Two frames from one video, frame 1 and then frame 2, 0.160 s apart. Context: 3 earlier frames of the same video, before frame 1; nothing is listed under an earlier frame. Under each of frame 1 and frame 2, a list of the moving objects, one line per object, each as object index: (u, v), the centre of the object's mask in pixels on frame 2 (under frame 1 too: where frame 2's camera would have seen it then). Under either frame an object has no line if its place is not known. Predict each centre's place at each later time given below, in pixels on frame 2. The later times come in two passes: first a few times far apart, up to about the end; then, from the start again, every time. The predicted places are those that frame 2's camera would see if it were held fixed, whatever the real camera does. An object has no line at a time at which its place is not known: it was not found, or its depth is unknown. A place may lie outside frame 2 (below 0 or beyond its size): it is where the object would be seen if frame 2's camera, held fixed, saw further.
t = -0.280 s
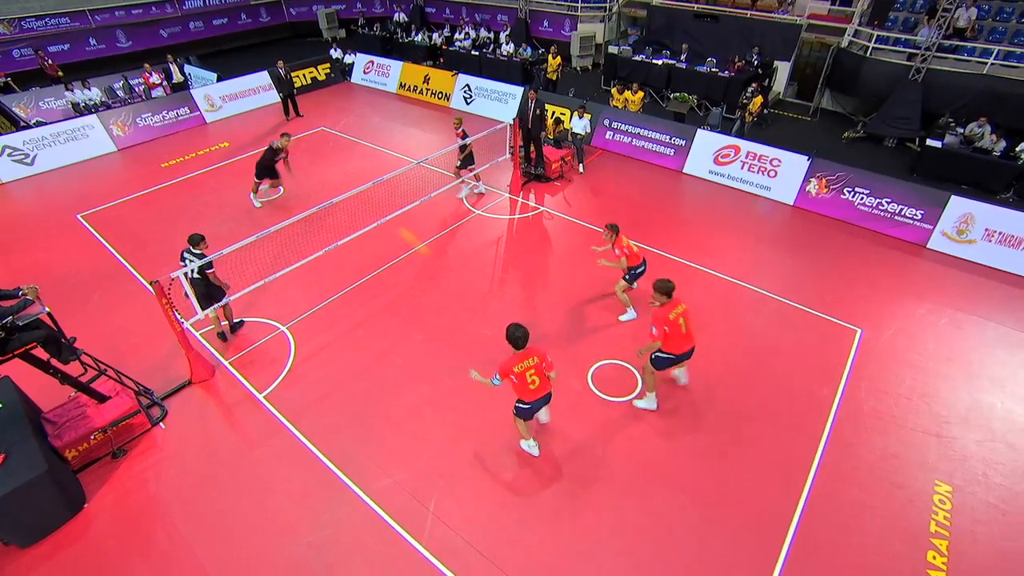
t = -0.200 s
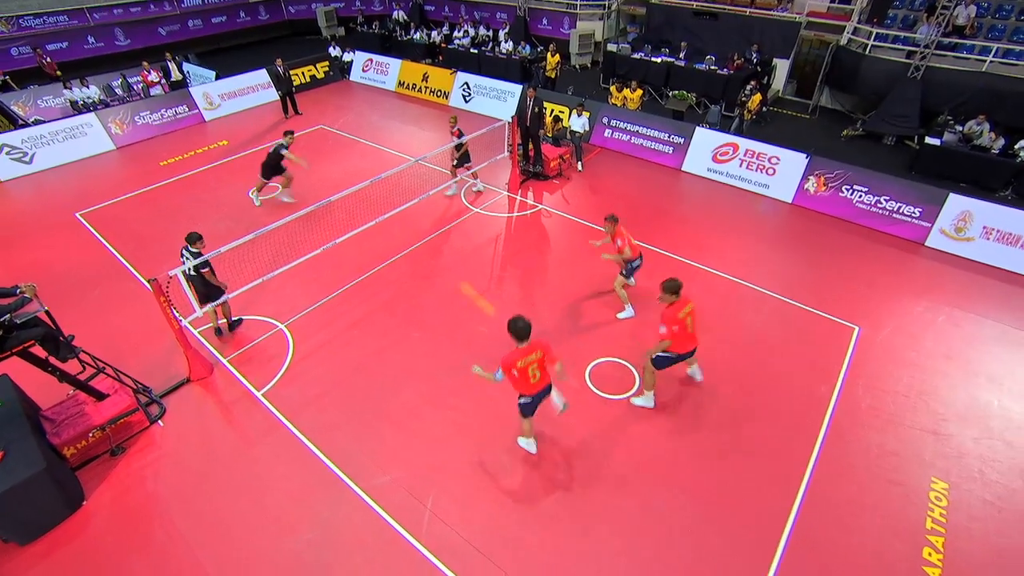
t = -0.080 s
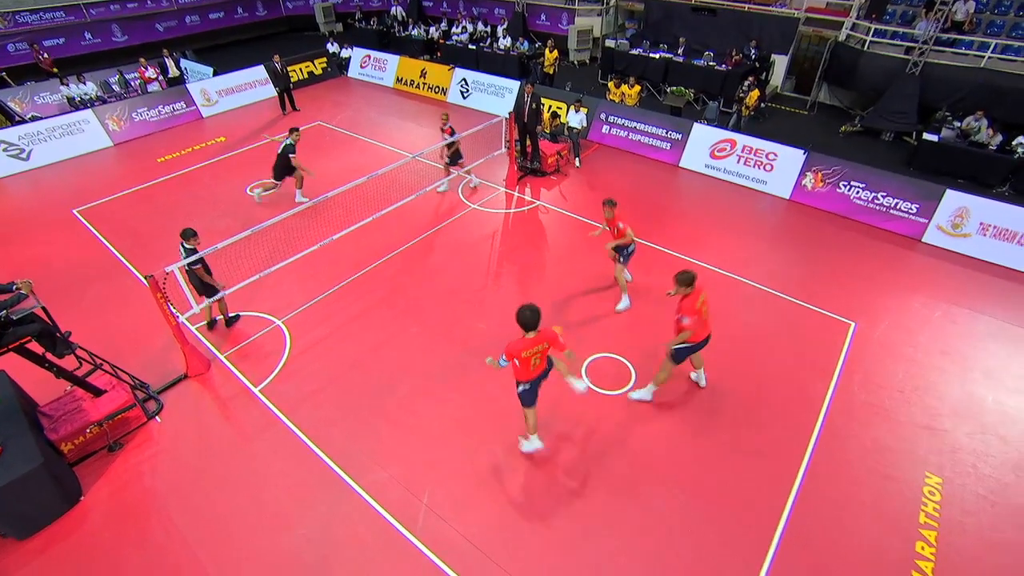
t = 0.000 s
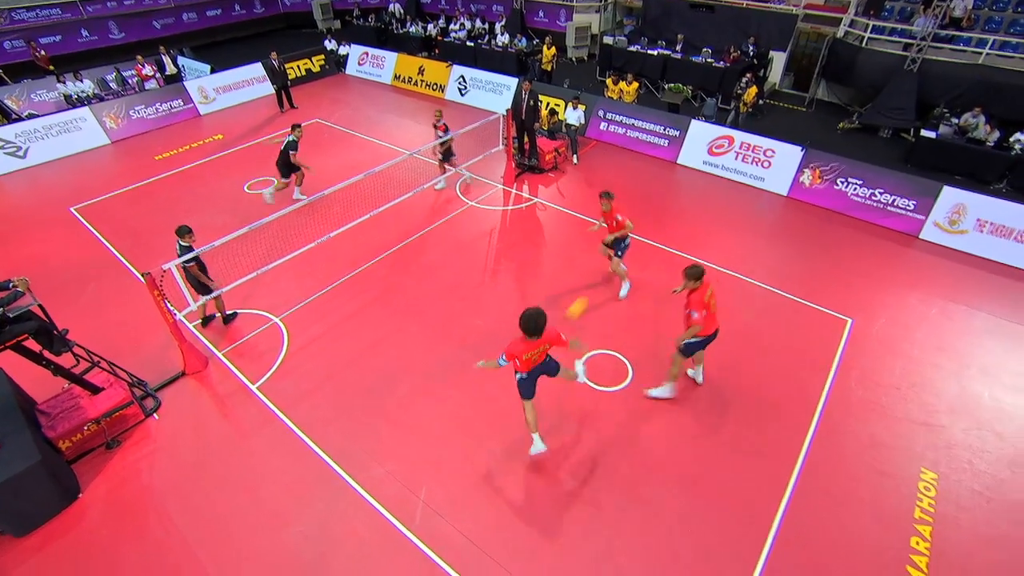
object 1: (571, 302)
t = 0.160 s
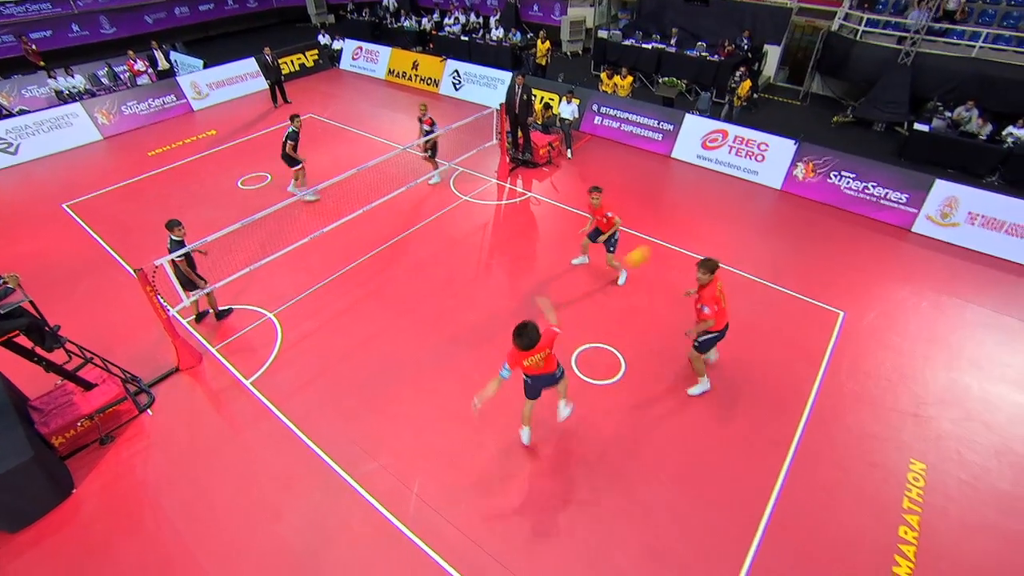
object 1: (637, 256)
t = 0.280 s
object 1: (696, 232)
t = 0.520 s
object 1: (821, 230)
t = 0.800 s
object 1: (945, 325)
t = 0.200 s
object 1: (655, 247)
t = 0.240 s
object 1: (677, 237)
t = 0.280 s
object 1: (696, 232)
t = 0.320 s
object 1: (715, 227)
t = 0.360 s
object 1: (737, 224)
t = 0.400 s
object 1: (757, 222)
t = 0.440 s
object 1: (779, 223)
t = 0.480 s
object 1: (799, 225)
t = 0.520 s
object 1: (821, 230)
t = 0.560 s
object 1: (841, 237)
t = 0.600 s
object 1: (860, 247)
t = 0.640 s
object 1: (879, 258)
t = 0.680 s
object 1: (898, 272)
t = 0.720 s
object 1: (915, 288)
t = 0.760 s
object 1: (931, 306)
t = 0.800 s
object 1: (945, 325)
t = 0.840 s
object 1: (958, 346)
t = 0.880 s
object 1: (970, 368)
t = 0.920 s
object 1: (980, 390)
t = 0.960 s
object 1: (987, 413)
